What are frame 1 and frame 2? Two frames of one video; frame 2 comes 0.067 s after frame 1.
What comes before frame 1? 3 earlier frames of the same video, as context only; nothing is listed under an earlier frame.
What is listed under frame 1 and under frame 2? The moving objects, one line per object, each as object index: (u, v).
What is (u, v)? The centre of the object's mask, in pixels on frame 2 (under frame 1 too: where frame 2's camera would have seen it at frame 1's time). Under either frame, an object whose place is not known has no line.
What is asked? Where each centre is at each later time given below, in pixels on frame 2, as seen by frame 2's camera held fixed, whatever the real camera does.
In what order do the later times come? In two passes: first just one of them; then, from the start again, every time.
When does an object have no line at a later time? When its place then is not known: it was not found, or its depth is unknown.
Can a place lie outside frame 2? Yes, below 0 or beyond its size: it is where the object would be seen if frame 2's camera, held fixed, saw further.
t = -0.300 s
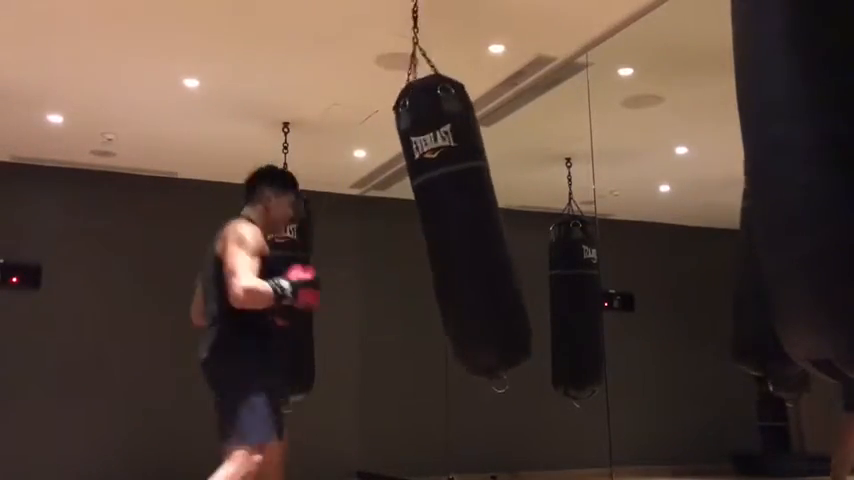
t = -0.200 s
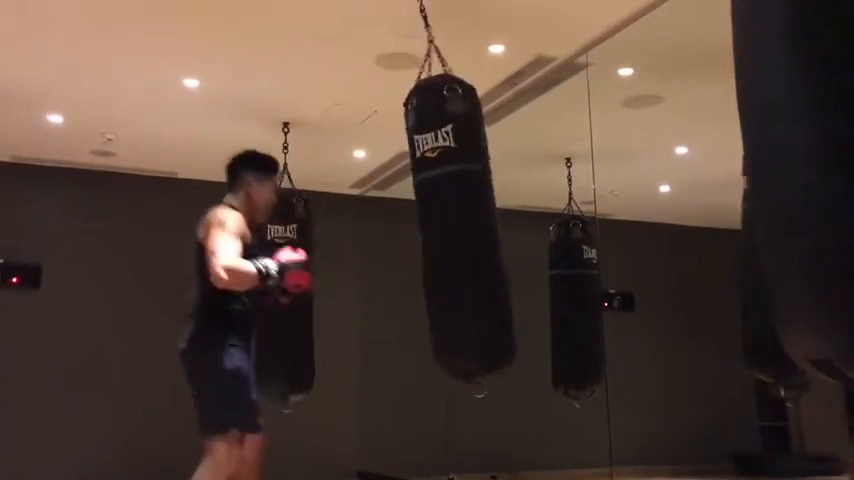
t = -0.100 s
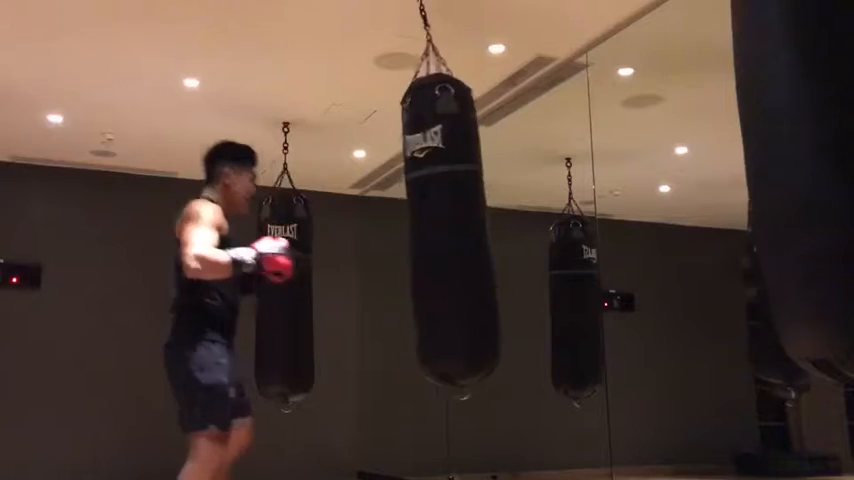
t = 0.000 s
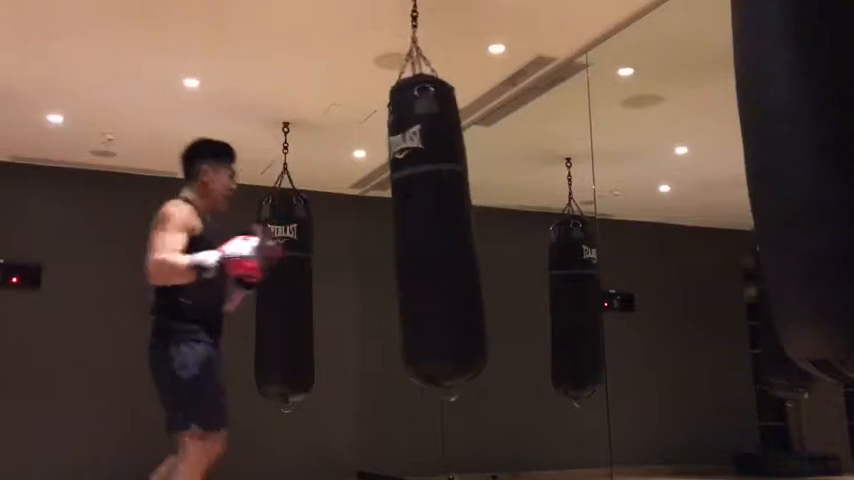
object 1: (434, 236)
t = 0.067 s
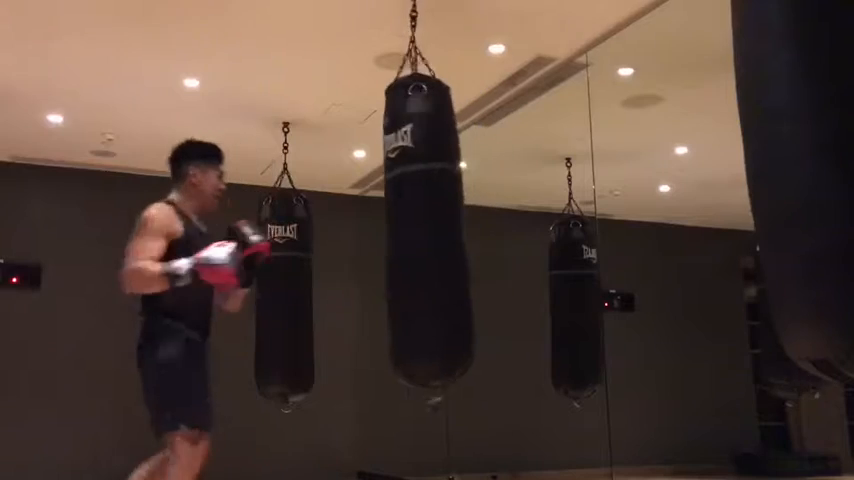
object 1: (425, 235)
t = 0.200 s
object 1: (409, 235)
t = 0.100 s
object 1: (422, 236)
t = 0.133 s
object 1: (418, 236)
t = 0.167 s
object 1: (413, 235)
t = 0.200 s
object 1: (409, 235)
